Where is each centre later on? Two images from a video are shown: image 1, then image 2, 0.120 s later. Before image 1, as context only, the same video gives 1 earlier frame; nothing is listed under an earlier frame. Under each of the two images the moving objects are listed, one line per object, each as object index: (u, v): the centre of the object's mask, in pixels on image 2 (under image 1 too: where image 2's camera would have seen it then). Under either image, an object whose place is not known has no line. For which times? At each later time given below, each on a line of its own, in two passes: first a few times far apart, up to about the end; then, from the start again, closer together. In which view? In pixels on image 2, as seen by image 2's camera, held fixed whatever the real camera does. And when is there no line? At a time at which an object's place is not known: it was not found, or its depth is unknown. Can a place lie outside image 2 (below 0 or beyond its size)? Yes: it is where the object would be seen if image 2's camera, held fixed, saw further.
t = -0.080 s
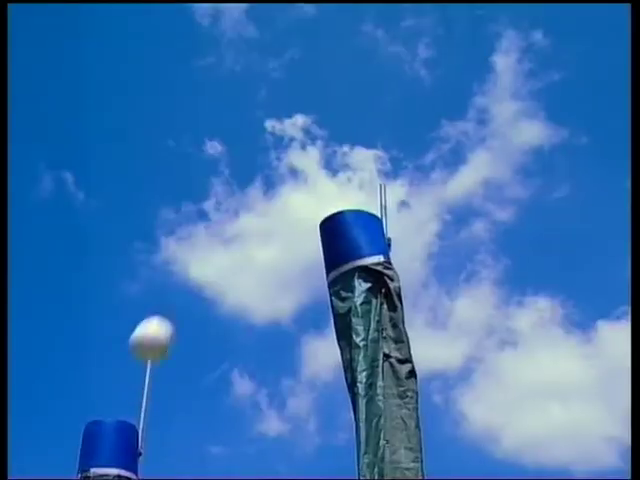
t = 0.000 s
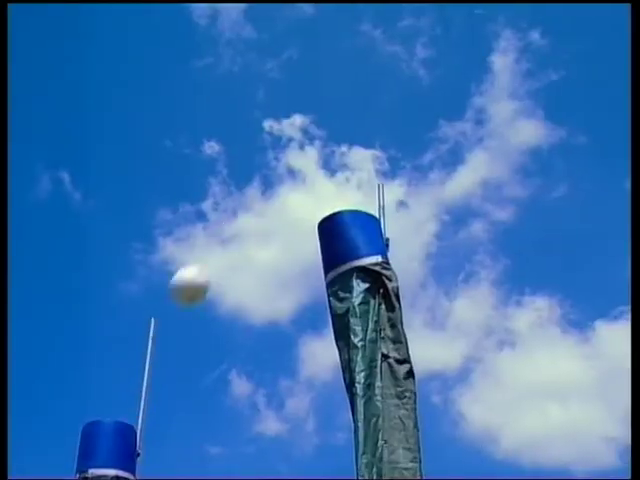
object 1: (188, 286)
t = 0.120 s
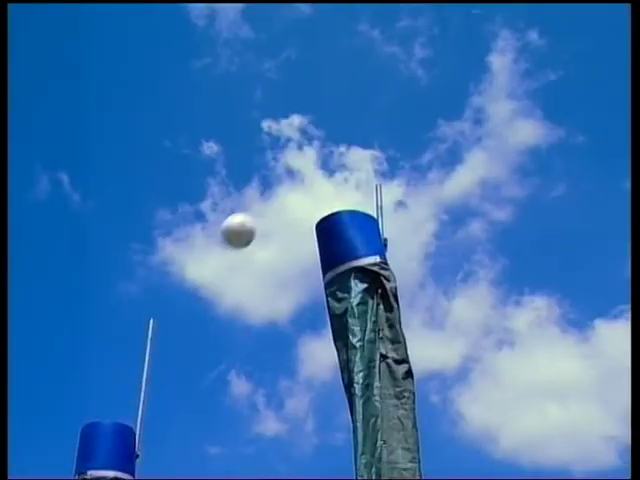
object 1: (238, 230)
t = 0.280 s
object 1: (293, 194)
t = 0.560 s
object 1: (366, 199)
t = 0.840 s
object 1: (292, 210)
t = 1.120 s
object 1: (207, 312)
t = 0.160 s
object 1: (253, 218)
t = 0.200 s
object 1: (267, 208)
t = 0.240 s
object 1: (280, 200)
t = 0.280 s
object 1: (293, 194)
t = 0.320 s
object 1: (305, 190)
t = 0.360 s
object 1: (317, 188)
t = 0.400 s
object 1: (328, 187)
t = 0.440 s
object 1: (339, 188)
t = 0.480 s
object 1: (349, 192)
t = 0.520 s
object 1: (359, 196)
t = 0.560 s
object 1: (366, 199)
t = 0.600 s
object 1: (355, 196)
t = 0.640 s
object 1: (345, 195)
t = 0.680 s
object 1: (335, 195)
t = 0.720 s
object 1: (325, 195)
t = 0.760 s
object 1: (314, 199)
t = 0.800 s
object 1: (303, 203)
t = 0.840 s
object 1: (292, 210)
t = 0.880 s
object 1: (282, 218)
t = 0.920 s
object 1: (270, 228)
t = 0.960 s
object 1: (258, 239)
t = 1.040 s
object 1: (234, 270)
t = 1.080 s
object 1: (221, 290)
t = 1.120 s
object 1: (207, 312)
